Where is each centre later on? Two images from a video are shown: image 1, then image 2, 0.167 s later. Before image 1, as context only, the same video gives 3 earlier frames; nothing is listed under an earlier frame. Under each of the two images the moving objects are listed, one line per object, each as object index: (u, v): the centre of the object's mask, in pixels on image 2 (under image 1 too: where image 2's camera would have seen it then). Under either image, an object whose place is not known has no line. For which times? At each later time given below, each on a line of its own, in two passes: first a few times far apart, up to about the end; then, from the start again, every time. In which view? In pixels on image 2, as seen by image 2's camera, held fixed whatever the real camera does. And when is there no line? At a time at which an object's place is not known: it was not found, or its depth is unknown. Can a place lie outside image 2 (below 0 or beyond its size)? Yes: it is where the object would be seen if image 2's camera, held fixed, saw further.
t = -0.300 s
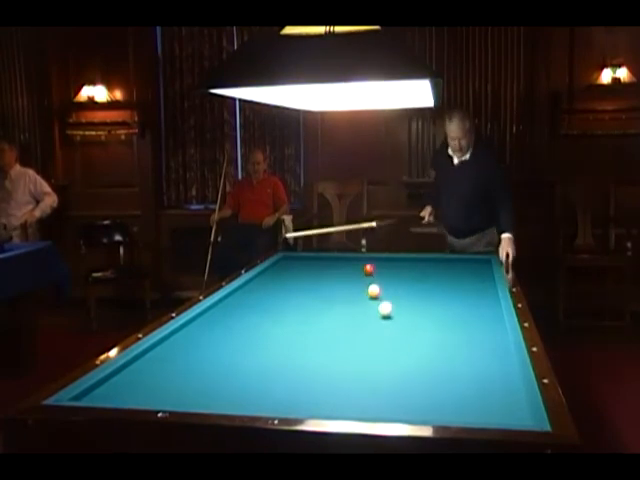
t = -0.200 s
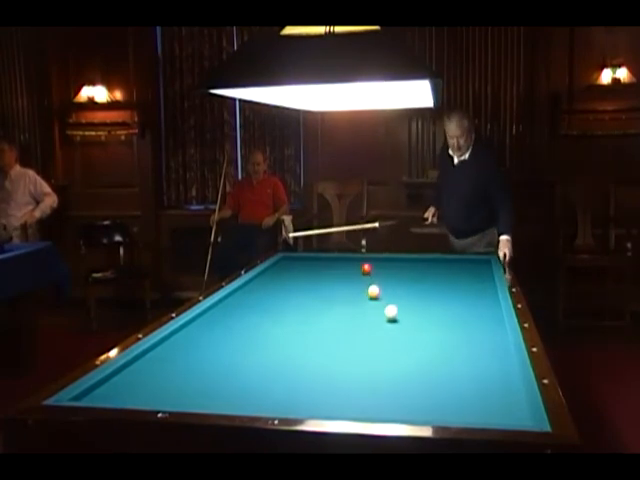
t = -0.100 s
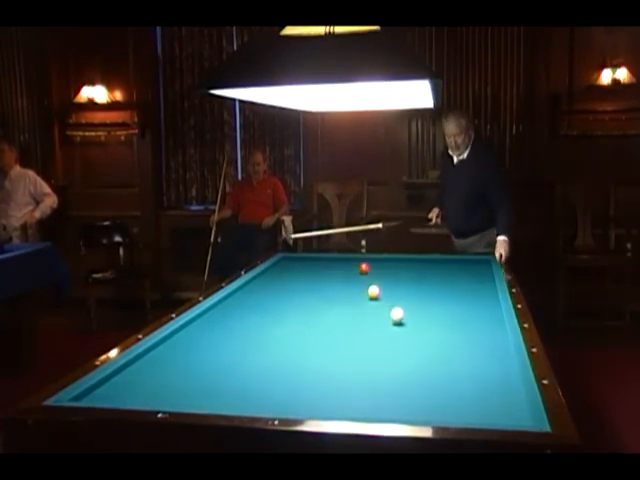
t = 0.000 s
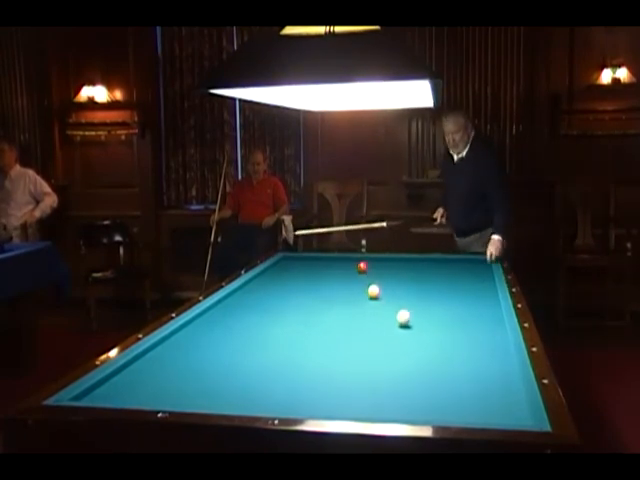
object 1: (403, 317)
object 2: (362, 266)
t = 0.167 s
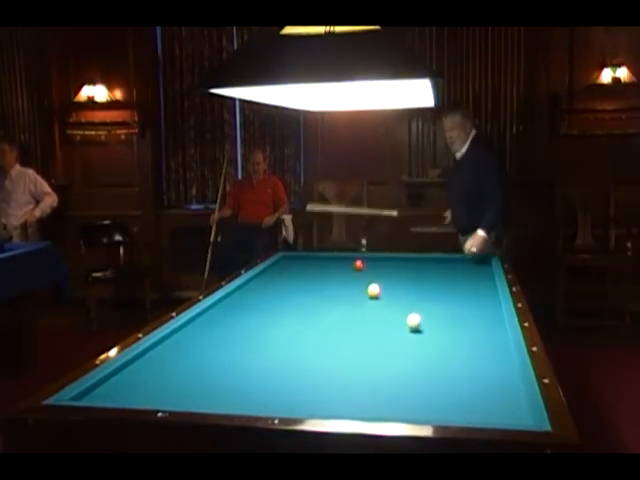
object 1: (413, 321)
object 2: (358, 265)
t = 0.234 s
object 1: (418, 324)
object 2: (357, 264)
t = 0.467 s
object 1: (433, 332)
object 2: (352, 263)
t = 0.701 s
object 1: (450, 339)
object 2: (348, 261)
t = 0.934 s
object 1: (467, 347)
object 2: (344, 260)
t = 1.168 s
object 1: (486, 355)
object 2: (340, 259)
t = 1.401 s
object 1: (505, 364)
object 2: (337, 257)
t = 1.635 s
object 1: (498, 371)
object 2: (334, 257)
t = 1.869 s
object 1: (490, 377)
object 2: (331, 257)
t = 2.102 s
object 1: (481, 384)
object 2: (327, 258)
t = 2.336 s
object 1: (472, 391)
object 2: (324, 259)
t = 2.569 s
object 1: (464, 397)
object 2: (321, 259)
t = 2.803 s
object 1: (454, 404)
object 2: (318, 260)
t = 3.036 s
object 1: (445, 410)
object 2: (316, 261)
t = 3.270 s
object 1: (436, 414)
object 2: (313, 261)
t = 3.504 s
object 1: (430, 412)
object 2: (311, 261)
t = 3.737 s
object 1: (425, 410)
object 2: (310, 261)
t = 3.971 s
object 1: (421, 407)
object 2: (309, 261)
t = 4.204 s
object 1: (417, 404)
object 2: (308, 261)
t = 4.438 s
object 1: (414, 401)
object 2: (307, 262)
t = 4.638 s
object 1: (411, 398)
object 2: (307, 262)
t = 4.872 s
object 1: (408, 396)
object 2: (306, 262)
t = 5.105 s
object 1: (405, 394)
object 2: (306, 262)
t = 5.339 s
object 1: (403, 392)
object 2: (306, 262)
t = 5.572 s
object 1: (401, 391)
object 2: (307, 262)
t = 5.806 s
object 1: (400, 390)
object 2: (307, 262)
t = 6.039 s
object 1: (398, 389)
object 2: (307, 262)
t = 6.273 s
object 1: (398, 388)
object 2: (306, 262)
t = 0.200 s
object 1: (416, 323)
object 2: (357, 265)
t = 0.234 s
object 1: (418, 324)
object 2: (357, 264)
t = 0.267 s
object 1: (420, 325)
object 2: (356, 264)
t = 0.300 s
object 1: (422, 326)
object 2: (356, 264)
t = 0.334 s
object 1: (424, 328)
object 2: (355, 264)
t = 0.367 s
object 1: (427, 329)
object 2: (354, 264)
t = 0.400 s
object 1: (429, 330)
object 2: (354, 264)
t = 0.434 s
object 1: (431, 330)
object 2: (353, 263)
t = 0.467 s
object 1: (433, 332)
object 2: (352, 263)
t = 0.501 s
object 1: (436, 333)
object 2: (352, 263)
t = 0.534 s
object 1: (438, 333)
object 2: (351, 262)
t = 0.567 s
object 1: (441, 334)
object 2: (350, 262)
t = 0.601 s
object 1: (443, 335)
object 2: (350, 262)
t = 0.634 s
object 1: (445, 337)
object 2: (350, 262)
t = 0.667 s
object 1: (448, 338)
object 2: (349, 262)
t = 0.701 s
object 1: (450, 339)
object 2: (348, 261)
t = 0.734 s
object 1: (452, 340)
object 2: (347, 261)
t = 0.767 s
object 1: (455, 341)
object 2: (347, 261)
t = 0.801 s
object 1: (457, 342)
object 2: (346, 261)
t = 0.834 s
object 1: (460, 343)
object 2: (346, 261)
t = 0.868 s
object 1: (462, 345)
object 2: (345, 261)
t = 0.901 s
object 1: (465, 346)
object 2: (345, 260)
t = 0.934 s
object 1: (467, 347)
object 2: (344, 260)
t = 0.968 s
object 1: (470, 348)
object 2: (344, 259)
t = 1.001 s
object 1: (472, 349)
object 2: (343, 259)
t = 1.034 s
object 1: (475, 351)
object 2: (343, 259)
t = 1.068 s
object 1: (477, 352)
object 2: (343, 259)
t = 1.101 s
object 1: (480, 353)
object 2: (342, 259)
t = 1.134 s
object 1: (483, 354)
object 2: (341, 259)
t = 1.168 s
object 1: (486, 355)
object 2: (340, 259)
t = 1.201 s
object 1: (489, 356)
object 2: (340, 258)
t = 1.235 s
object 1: (491, 358)
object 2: (340, 258)
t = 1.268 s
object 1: (494, 359)
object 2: (339, 258)
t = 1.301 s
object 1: (497, 360)
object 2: (339, 258)
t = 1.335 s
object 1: (499, 362)
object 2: (338, 258)
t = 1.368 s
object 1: (502, 363)
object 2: (338, 258)
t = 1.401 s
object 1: (505, 364)
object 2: (337, 257)
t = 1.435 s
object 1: (506, 365)
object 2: (337, 258)
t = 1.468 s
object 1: (504, 366)
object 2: (336, 257)
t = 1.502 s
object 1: (503, 367)
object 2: (336, 257)
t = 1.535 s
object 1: (502, 368)
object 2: (336, 257)
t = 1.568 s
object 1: (501, 369)
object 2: (335, 257)
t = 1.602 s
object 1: (500, 370)
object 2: (334, 257)
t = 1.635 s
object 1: (498, 371)
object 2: (334, 257)
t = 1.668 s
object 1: (497, 372)
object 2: (333, 257)
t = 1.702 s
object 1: (496, 372)
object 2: (333, 257)
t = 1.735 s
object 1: (495, 373)
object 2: (333, 257)
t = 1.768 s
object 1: (494, 374)
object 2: (332, 257)
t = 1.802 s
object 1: (493, 375)
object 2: (331, 257)
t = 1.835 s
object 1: (491, 376)
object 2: (331, 257)
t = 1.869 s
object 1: (490, 377)
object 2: (331, 257)
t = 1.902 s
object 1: (489, 378)
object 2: (330, 257)
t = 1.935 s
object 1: (488, 378)
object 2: (330, 258)
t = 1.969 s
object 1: (486, 379)
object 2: (329, 257)
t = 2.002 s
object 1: (485, 381)
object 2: (328, 258)
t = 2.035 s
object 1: (484, 382)
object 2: (328, 258)
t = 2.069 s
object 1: (483, 383)
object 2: (327, 258)
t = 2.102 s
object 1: (481, 384)
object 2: (327, 258)
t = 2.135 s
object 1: (480, 385)
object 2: (326, 258)
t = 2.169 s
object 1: (479, 385)
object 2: (326, 258)
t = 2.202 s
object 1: (477, 387)
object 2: (325, 258)
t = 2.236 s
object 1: (476, 387)
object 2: (325, 259)
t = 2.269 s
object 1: (475, 388)
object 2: (324, 259)
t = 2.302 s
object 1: (474, 390)
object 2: (324, 259)
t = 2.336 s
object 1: (472, 391)
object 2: (324, 259)
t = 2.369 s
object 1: (471, 392)
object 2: (323, 259)
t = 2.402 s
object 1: (470, 393)
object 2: (323, 259)
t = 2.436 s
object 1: (469, 394)
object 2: (323, 259)
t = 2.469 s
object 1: (467, 395)
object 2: (322, 259)
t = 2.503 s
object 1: (466, 395)
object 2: (321, 259)
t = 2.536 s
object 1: (465, 396)
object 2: (321, 259)
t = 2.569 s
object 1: (464, 397)
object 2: (321, 259)
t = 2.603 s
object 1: (462, 399)
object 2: (320, 259)
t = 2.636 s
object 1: (461, 400)
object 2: (320, 260)
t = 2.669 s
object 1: (459, 401)
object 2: (320, 259)
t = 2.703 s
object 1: (458, 402)
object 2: (319, 260)
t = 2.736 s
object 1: (457, 403)
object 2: (318, 260)
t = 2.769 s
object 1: (456, 404)
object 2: (318, 260)
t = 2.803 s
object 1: (454, 404)
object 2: (318, 260)
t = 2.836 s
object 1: (453, 406)
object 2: (318, 260)
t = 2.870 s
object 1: (452, 406)
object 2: (317, 259)
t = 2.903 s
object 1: (451, 407)
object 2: (317, 259)
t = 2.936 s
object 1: (450, 408)
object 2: (317, 259)
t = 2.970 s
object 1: (448, 409)
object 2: (316, 260)
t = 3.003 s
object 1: (447, 409)
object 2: (316, 260)
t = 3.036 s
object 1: (445, 410)
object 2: (316, 261)
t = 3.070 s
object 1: (443, 411)
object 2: (315, 261)
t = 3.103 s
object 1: (442, 412)
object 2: (315, 261)
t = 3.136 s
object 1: (441, 412)
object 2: (315, 261)
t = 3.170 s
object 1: (440, 413)
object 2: (315, 261)
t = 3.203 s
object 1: (438, 413)
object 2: (314, 261)
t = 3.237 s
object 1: (437, 413)
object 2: (314, 261)
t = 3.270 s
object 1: (436, 414)
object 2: (313, 261)
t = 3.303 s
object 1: (435, 414)
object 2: (313, 261)
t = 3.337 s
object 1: (434, 414)
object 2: (313, 261)
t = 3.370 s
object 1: (433, 413)
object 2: (312, 261)
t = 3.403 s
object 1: (432, 413)
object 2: (312, 261)
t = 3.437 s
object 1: (431, 413)
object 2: (312, 261)
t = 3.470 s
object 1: (430, 413)
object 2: (312, 261)
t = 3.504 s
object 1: (430, 412)
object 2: (311, 261)
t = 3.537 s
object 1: (429, 412)
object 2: (311, 261)
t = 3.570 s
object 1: (428, 412)
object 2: (311, 261)
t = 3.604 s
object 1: (428, 411)
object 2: (311, 261)
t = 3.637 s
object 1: (427, 411)
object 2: (311, 261)
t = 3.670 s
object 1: (426, 410)
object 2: (310, 261)
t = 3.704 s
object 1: (426, 410)
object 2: (310, 261)
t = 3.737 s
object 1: (425, 410)
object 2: (310, 261)
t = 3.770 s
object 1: (425, 410)
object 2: (310, 261)
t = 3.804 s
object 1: (424, 409)
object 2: (310, 261)
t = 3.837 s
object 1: (423, 409)
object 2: (310, 261)
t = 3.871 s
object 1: (423, 408)
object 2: (309, 261)
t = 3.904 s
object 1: (422, 408)
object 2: (309, 261)
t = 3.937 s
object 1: (422, 408)
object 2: (309, 261)
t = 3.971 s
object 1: (421, 407)
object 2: (309, 261)
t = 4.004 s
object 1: (420, 407)
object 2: (309, 261)
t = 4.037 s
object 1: (420, 407)
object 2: (308, 261)
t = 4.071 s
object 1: (419, 406)
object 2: (308, 261)
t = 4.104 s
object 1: (418, 406)
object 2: (308, 261)
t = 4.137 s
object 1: (418, 405)
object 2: (308, 261)
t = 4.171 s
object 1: (417, 405)
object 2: (308, 261)
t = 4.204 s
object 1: (417, 404)
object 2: (308, 261)
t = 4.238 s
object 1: (417, 404)
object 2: (308, 261)
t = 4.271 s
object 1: (416, 403)
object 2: (307, 262)
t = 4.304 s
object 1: (415, 402)
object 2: (307, 262)
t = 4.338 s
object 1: (415, 402)
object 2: (308, 261)
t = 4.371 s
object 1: (415, 402)
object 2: (307, 262)
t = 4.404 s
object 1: (414, 401)
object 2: (307, 262)
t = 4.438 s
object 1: (414, 401)
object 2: (307, 262)
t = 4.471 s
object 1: (413, 401)
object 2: (307, 262)
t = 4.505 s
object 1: (413, 400)
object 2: (307, 262)
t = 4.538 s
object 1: (412, 400)
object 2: (307, 262)
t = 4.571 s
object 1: (412, 399)
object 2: (307, 262)
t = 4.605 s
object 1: (411, 399)
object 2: (307, 262)
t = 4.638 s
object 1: (411, 398)
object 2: (307, 262)
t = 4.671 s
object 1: (410, 398)
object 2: (306, 262)
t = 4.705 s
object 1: (410, 398)
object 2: (306, 262)
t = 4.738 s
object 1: (410, 397)
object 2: (306, 262)
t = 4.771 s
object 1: (409, 397)
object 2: (306, 262)
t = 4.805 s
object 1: (409, 397)
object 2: (306, 262)
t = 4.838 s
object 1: (408, 397)
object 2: (306, 262)
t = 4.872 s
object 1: (408, 396)
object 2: (306, 262)
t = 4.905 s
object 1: (408, 396)
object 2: (306, 262)
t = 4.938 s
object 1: (407, 396)
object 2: (306, 262)
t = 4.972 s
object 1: (407, 395)
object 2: (306, 262)
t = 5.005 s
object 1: (406, 395)
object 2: (306, 262)
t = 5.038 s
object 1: (406, 395)
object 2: (306, 262)
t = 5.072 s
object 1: (406, 395)
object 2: (306, 262)
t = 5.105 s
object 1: (405, 394)
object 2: (306, 262)
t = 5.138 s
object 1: (405, 394)
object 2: (306, 262)
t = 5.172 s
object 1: (405, 394)
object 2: (306, 262)
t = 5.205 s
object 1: (404, 394)
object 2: (306, 262)
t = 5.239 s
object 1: (404, 393)
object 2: (306, 262)
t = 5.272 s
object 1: (404, 393)
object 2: (306, 262)
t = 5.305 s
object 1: (404, 393)
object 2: (306, 262)
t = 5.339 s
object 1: (403, 392)
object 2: (306, 262)
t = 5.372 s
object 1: (403, 392)
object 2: (306, 262)
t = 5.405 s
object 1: (403, 392)
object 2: (306, 262)
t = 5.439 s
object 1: (402, 392)
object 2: (306, 262)
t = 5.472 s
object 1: (402, 392)
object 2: (307, 262)
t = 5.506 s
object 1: (402, 391)
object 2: (306, 262)
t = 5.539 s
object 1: (402, 391)
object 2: (307, 262)
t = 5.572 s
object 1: (401, 391)
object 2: (307, 262)
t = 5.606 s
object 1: (401, 391)
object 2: (307, 262)
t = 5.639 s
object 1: (401, 391)
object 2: (307, 262)
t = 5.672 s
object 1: (401, 391)
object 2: (307, 262)
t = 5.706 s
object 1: (400, 391)
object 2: (307, 262)
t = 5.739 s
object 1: (400, 390)
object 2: (307, 262)
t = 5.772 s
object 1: (400, 390)
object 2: (307, 262)
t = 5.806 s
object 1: (400, 390)
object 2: (307, 262)
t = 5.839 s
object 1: (399, 390)
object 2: (307, 262)
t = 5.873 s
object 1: (399, 390)
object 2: (307, 262)
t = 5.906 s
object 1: (399, 390)
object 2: (307, 262)
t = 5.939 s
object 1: (399, 389)
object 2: (307, 262)
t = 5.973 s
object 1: (399, 389)
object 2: (307, 262)
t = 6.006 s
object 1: (398, 389)
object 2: (307, 262)
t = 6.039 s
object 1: (398, 389)
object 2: (307, 262)
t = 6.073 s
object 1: (398, 389)
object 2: (307, 262)
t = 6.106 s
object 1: (398, 389)
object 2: (307, 262)
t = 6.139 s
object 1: (398, 389)
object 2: (307, 262)
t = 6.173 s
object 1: (398, 389)
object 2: (307, 262)
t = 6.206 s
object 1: (398, 389)
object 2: (307, 262)
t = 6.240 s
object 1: (398, 389)
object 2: (307, 262)
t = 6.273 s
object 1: (398, 388)
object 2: (306, 262)
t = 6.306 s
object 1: (397, 389)
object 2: (306, 262)
